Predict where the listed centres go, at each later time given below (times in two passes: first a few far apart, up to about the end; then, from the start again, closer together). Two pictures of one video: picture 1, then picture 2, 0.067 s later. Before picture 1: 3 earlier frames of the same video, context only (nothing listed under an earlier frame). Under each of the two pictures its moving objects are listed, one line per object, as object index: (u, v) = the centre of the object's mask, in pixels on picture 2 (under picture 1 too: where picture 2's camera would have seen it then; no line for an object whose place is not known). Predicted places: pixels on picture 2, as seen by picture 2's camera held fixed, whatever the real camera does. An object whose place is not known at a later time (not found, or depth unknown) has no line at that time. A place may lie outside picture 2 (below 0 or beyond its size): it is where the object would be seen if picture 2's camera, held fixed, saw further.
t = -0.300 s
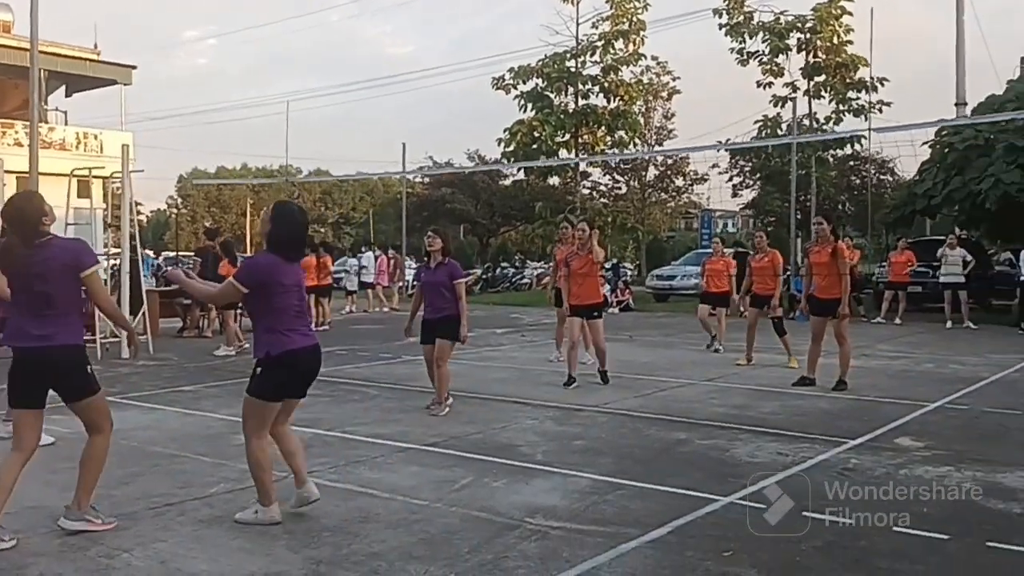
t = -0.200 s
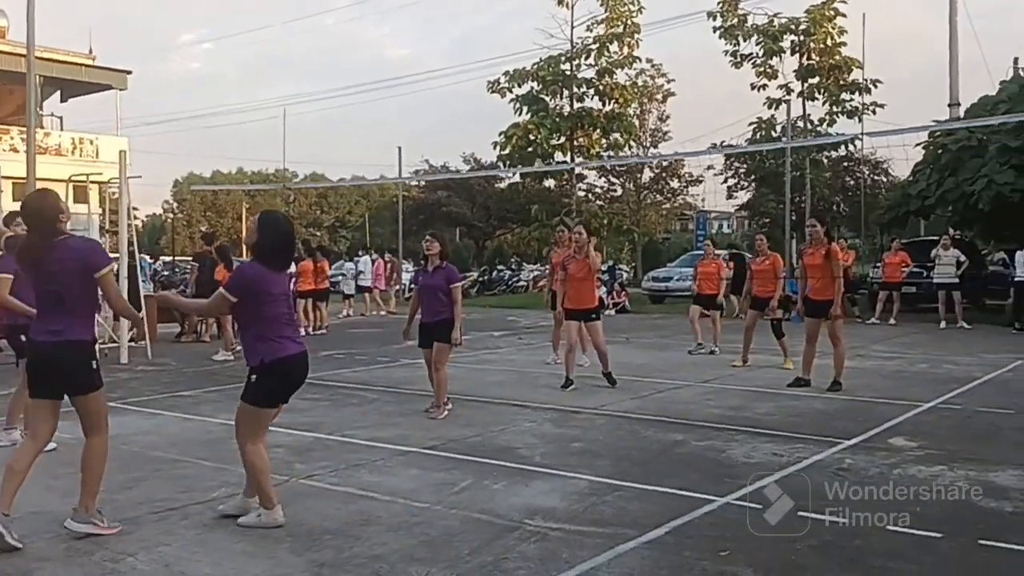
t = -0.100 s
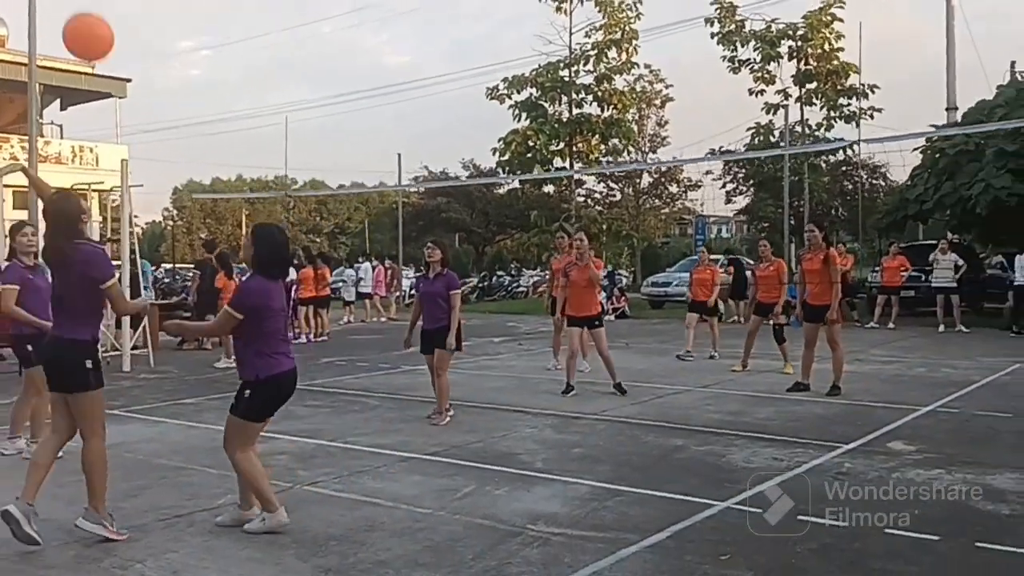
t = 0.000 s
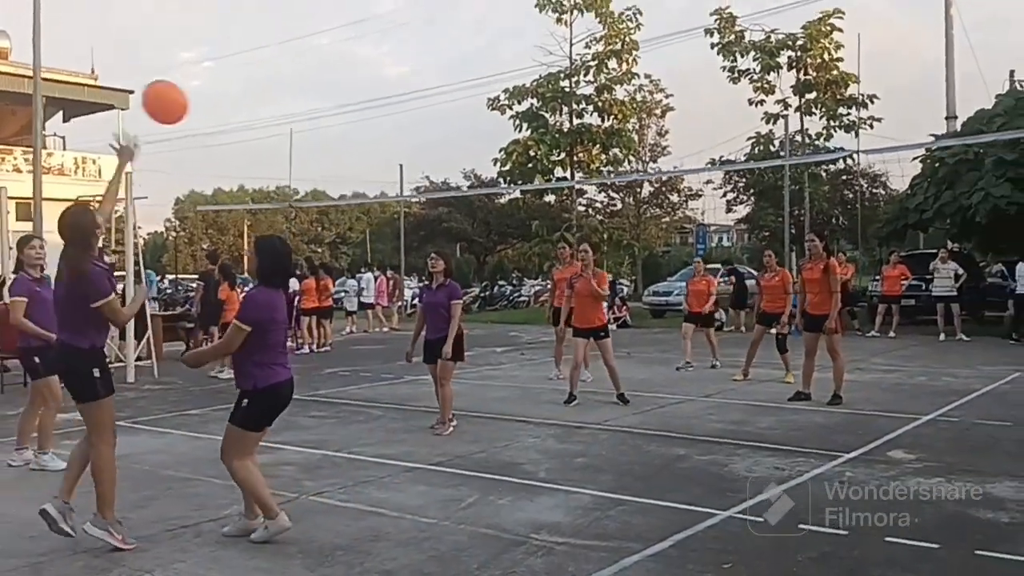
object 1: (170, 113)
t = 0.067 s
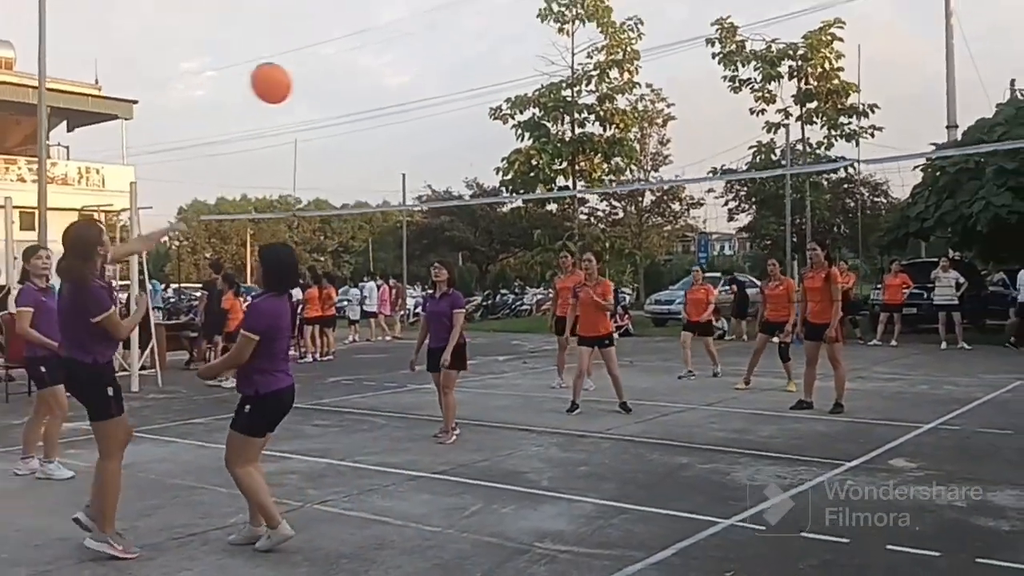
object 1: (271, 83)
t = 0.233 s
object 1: (461, 59)
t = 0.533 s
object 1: (677, 119)
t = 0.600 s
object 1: (713, 144)
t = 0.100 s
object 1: (315, 72)
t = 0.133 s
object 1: (356, 65)
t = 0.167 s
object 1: (394, 61)
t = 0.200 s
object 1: (429, 59)
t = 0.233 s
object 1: (461, 59)
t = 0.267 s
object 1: (491, 60)
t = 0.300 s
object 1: (519, 63)
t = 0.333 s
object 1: (546, 69)
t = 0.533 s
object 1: (677, 119)
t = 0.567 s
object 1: (696, 131)
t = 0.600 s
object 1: (713, 144)
